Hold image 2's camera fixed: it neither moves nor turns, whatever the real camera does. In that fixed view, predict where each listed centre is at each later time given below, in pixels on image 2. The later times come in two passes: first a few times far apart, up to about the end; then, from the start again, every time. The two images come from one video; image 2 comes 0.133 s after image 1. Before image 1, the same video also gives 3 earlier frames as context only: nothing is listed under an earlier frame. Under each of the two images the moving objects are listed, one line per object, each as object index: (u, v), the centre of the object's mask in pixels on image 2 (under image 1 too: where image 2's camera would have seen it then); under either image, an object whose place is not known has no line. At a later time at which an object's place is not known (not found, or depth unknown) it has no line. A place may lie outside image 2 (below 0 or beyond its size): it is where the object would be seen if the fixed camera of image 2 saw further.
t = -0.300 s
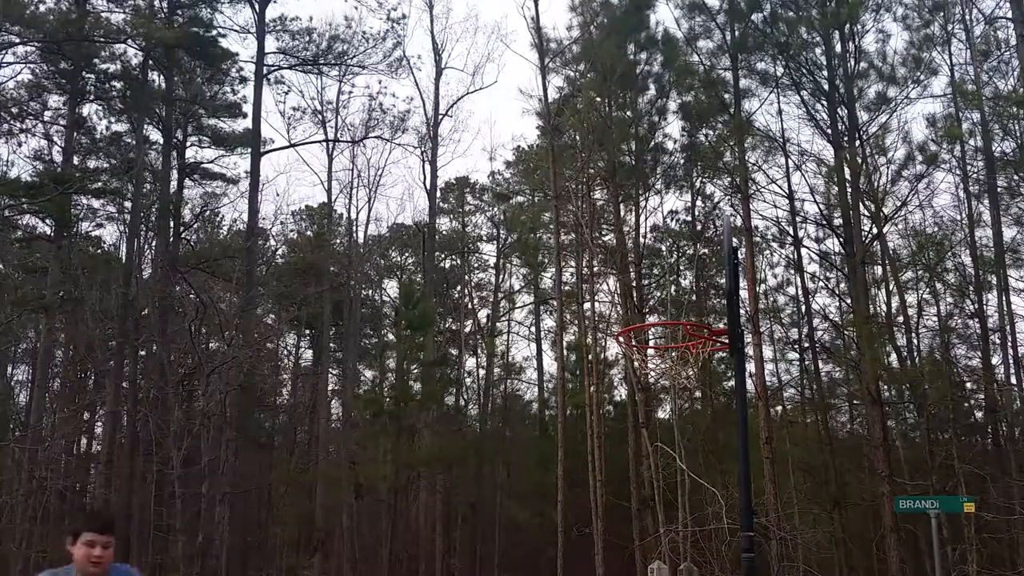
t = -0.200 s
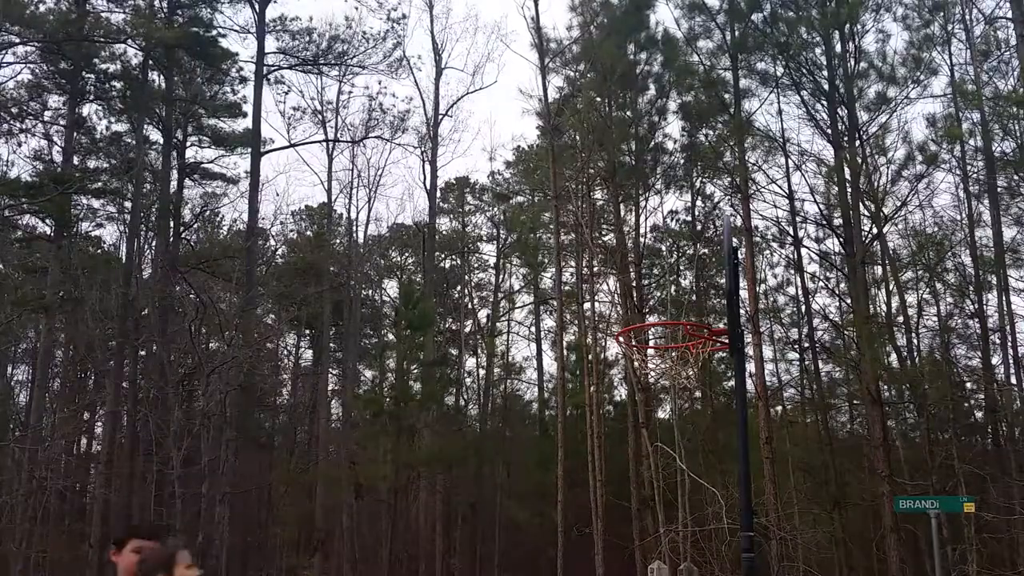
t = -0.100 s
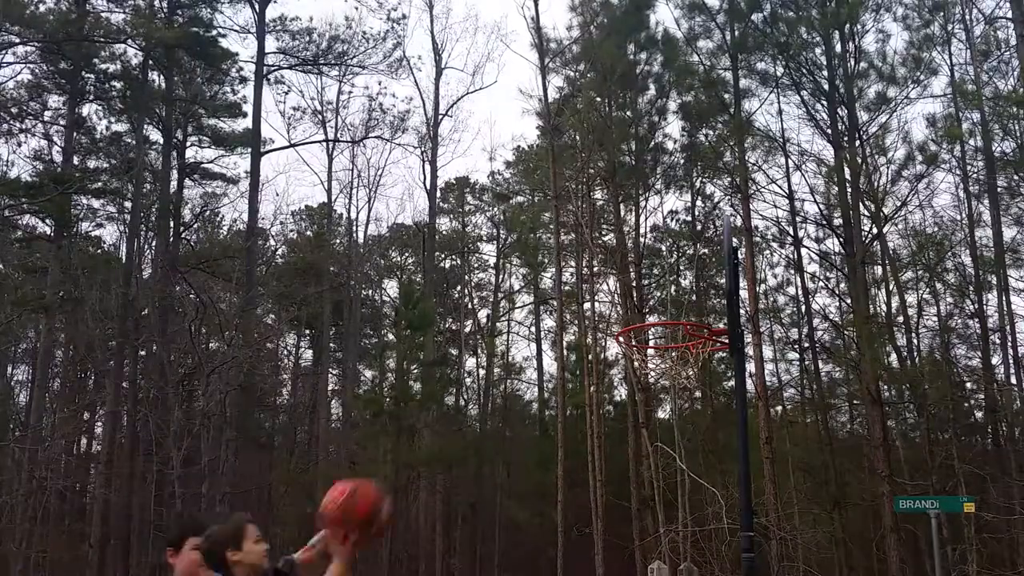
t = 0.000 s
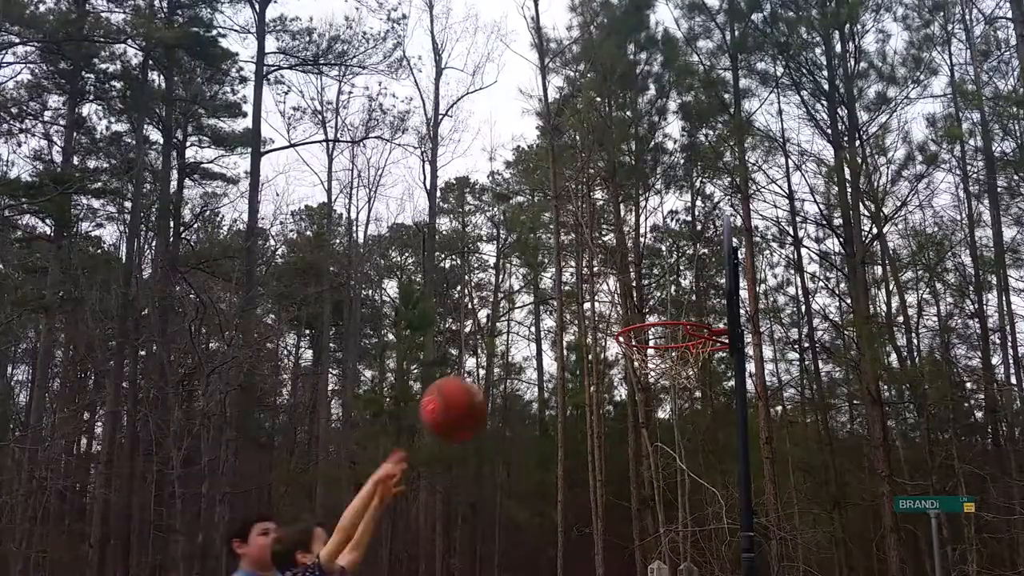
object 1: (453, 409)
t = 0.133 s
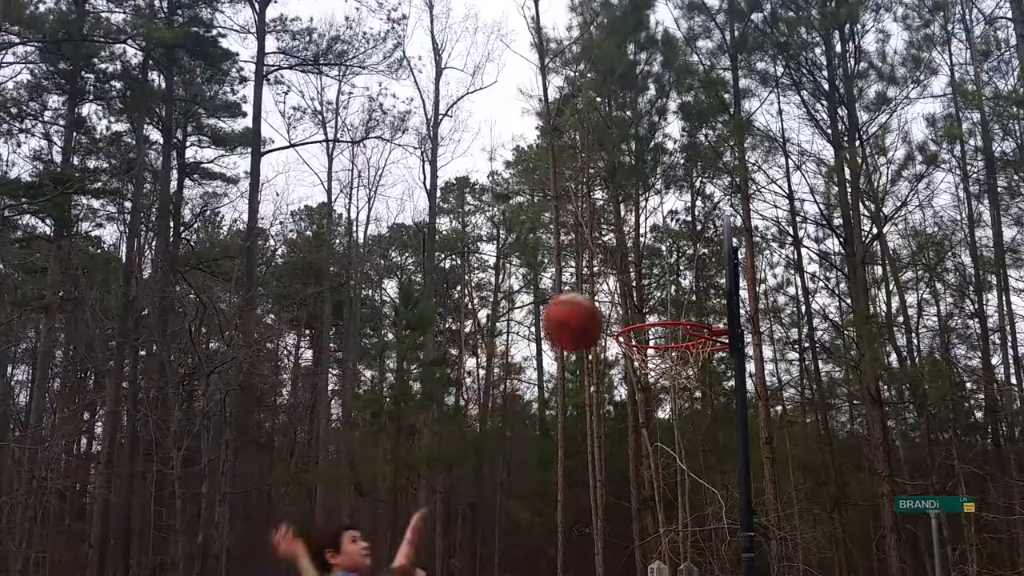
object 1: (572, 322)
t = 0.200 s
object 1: (626, 297)
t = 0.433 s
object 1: (692, 294)
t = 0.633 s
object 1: (661, 345)
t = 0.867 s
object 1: (653, 365)
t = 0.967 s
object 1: (673, 382)
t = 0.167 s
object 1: (600, 309)
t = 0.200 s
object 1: (626, 297)
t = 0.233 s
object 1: (654, 291)
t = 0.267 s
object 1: (679, 285)
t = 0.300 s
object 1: (698, 285)
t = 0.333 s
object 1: (696, 288)
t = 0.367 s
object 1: (694, 292)
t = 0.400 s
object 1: (693, 293)
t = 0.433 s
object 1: (692, 294)
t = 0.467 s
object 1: (693, 301)
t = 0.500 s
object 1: (691, 313)
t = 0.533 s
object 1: (688, 323)
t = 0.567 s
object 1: (681, 332)
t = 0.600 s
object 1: (671, 339)
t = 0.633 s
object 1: (661, 345)
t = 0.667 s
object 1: (651, 351)
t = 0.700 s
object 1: (642, 356)
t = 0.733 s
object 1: (638, 361)
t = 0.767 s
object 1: (638, 362)
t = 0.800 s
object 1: (640, 363)
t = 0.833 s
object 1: (645, 364)
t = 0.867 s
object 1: (653, 365)
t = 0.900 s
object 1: (660, 369)
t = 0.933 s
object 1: (668, 375)
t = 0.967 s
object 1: (673, 382)
